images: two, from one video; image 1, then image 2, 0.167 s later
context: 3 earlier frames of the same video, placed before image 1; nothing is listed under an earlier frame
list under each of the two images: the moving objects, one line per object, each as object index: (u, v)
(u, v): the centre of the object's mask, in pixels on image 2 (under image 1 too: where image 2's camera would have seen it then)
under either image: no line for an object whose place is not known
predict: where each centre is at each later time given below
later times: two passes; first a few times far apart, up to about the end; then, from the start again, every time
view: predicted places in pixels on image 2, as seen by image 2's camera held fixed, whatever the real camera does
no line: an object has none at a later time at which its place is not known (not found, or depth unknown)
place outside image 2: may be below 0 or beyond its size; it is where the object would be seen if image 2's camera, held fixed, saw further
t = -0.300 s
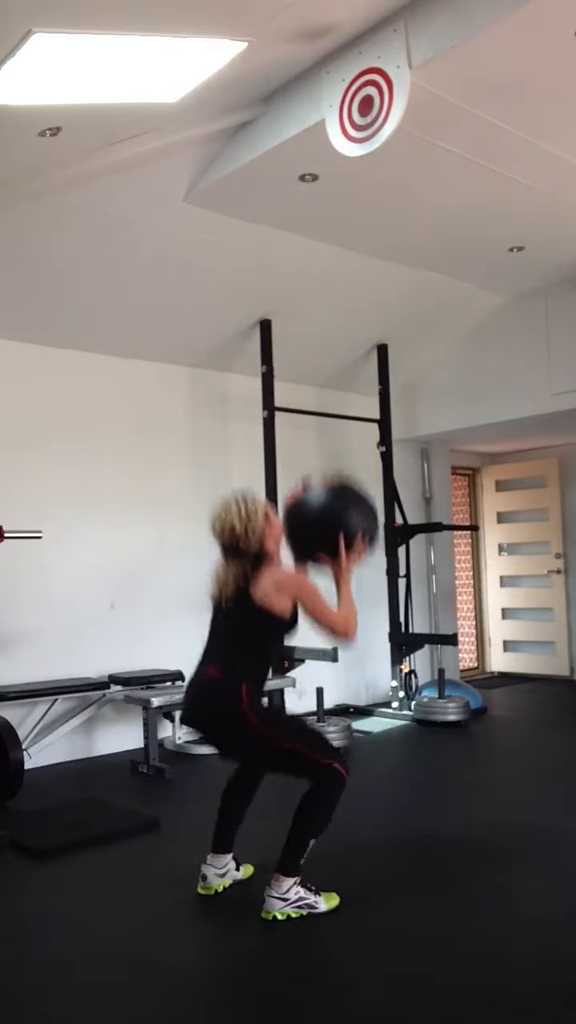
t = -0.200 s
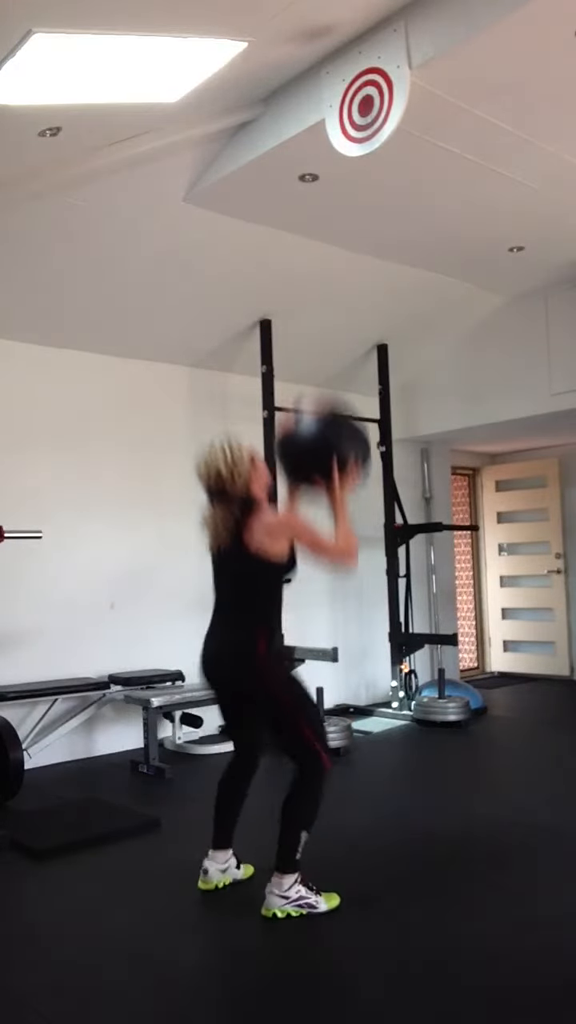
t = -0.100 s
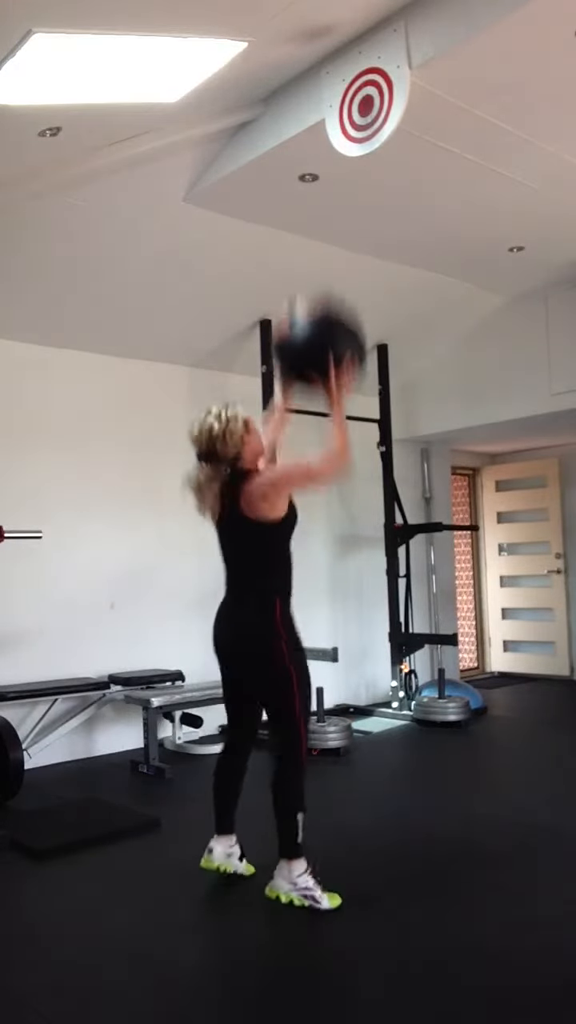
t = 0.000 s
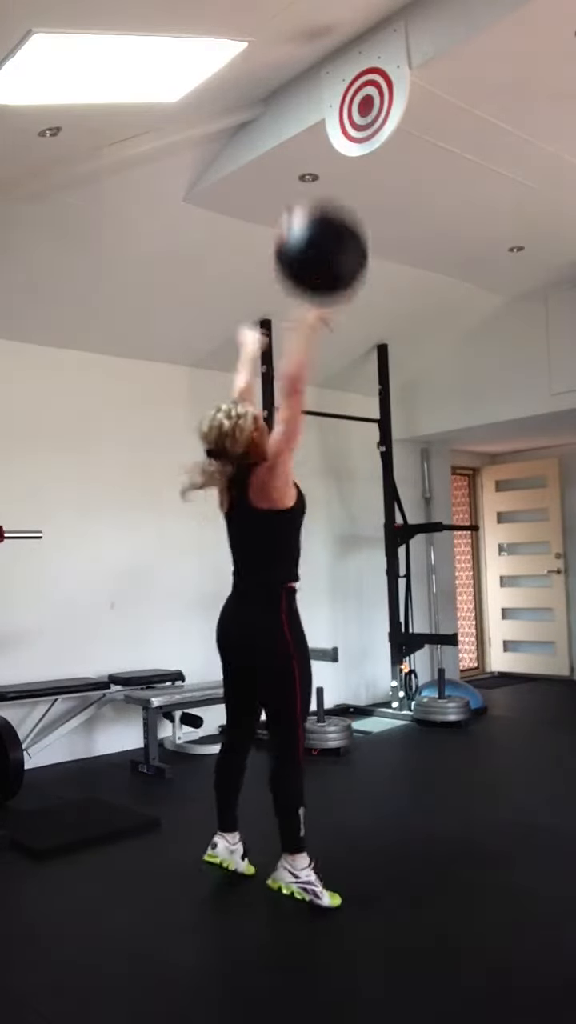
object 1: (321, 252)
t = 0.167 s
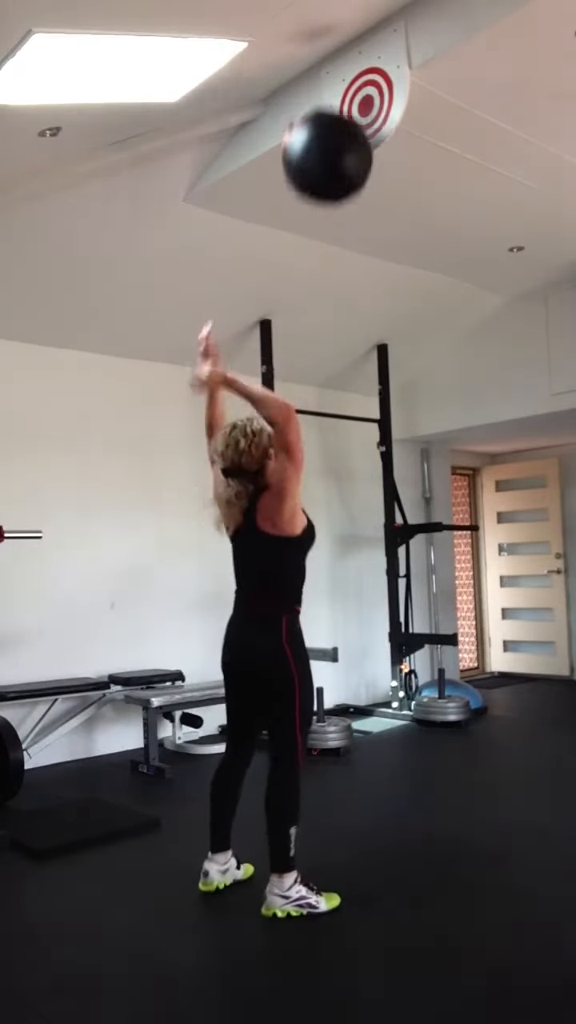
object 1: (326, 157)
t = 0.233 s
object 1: (330, 138)
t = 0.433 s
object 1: (321, 141)
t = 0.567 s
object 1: (310, 194)
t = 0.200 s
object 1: (328, 145)
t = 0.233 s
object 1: (330, 138)
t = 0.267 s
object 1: (331, 133)
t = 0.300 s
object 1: (331, 130)
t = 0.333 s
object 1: (329, 129)
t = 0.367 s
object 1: (327, 130)
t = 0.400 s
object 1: (324, 134)
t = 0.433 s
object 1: (321, 141)
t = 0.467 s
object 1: (318, 150)
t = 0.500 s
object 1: (315, 163)
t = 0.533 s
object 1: (312, 178)
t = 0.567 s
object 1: (310, 194)
